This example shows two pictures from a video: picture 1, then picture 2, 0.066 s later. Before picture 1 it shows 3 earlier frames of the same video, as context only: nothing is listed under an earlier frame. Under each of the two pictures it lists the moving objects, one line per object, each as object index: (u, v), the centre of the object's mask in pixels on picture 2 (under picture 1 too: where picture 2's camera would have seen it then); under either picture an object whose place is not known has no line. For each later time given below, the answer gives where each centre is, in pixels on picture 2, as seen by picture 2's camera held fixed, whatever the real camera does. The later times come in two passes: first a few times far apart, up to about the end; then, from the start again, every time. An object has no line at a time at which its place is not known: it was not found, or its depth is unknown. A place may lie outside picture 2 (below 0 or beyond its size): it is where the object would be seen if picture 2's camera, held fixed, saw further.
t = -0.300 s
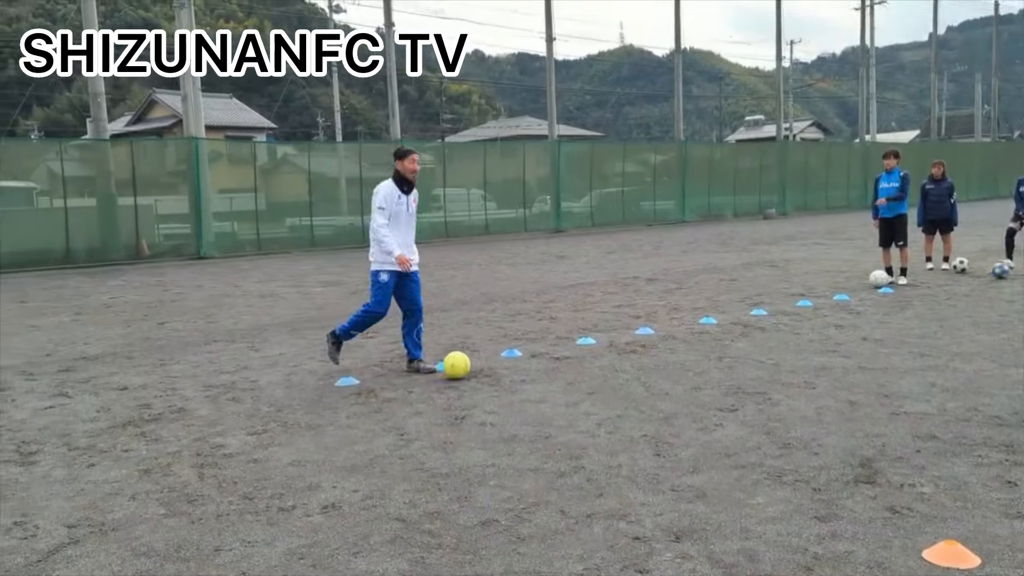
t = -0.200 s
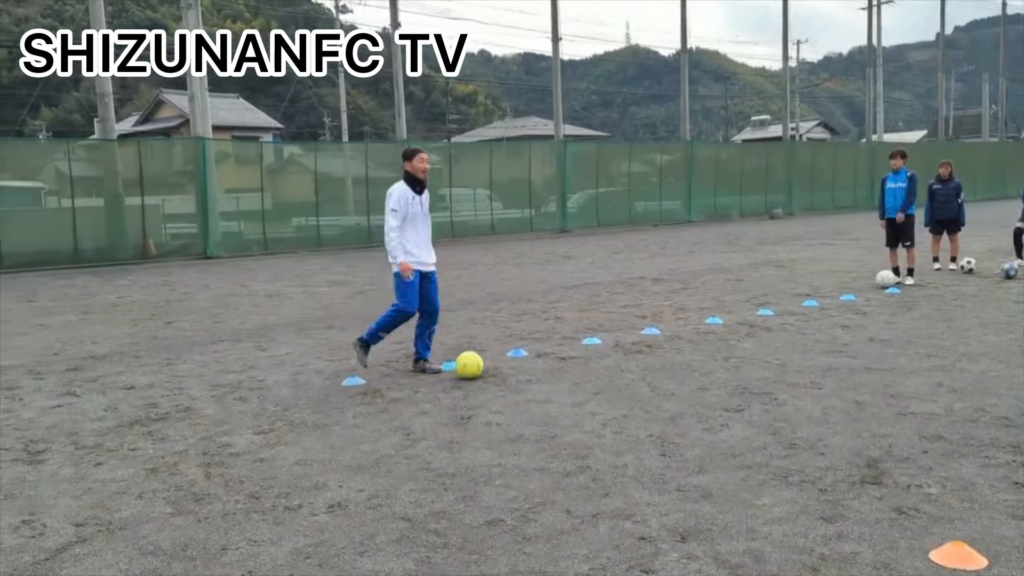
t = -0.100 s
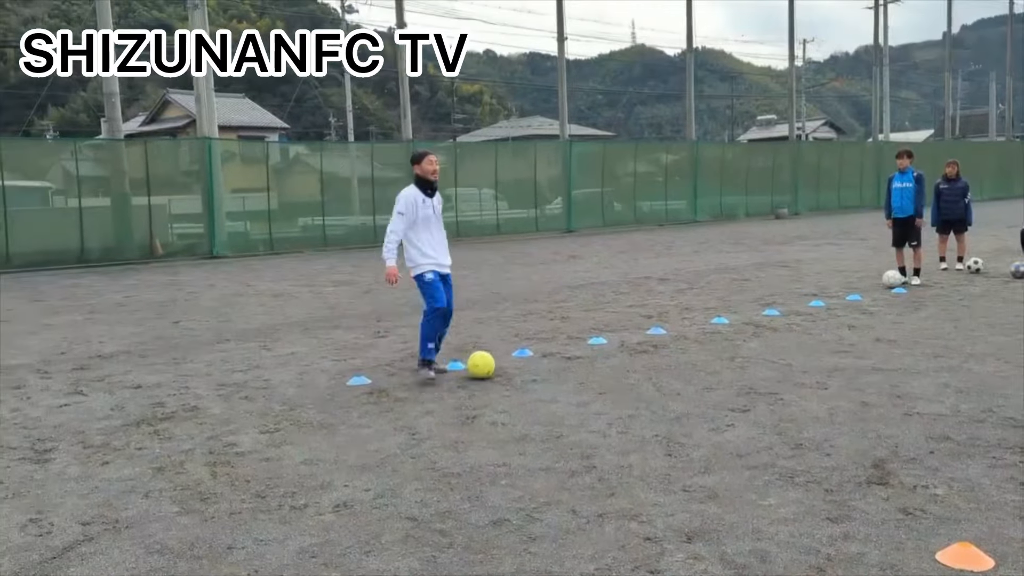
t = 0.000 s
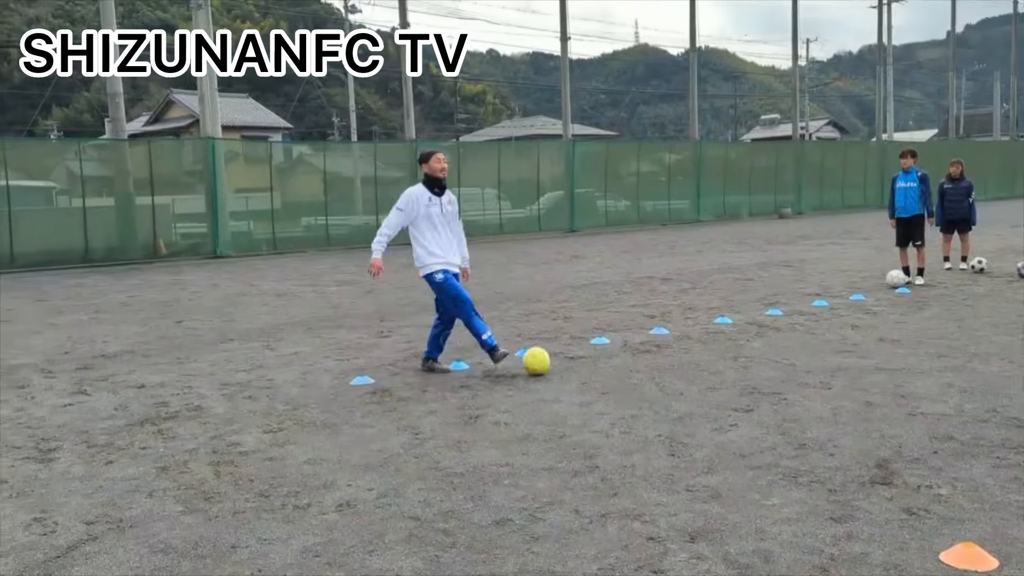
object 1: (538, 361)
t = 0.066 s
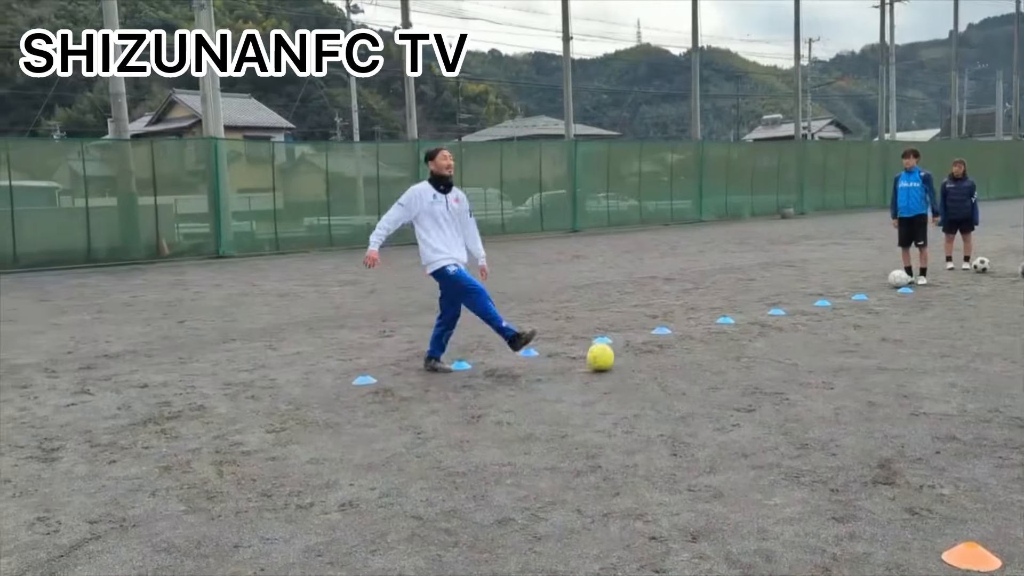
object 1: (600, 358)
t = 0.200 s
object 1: (709, 350)
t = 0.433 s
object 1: (862, 339)
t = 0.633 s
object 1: (965, 330)
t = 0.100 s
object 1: (628, 355)
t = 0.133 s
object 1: (656, 352)
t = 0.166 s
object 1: (684, 352)
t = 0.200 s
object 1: (709, 350)
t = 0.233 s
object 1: (734, 348)
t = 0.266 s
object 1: (758, 346)
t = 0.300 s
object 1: (780, 344)
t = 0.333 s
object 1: (802, 343)
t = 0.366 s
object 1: (823, 341)
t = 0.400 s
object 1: (843, 340)
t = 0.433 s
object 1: (862, 339)
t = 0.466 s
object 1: (880, 336)
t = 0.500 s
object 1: (897, 334)
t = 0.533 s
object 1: (915, 334)
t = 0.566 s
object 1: (932, 333)
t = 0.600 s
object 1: (949, 331)
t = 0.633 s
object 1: (965, 330)
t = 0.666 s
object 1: (981, 330)
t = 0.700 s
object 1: (998, 328)
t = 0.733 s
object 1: (1014, 325)
